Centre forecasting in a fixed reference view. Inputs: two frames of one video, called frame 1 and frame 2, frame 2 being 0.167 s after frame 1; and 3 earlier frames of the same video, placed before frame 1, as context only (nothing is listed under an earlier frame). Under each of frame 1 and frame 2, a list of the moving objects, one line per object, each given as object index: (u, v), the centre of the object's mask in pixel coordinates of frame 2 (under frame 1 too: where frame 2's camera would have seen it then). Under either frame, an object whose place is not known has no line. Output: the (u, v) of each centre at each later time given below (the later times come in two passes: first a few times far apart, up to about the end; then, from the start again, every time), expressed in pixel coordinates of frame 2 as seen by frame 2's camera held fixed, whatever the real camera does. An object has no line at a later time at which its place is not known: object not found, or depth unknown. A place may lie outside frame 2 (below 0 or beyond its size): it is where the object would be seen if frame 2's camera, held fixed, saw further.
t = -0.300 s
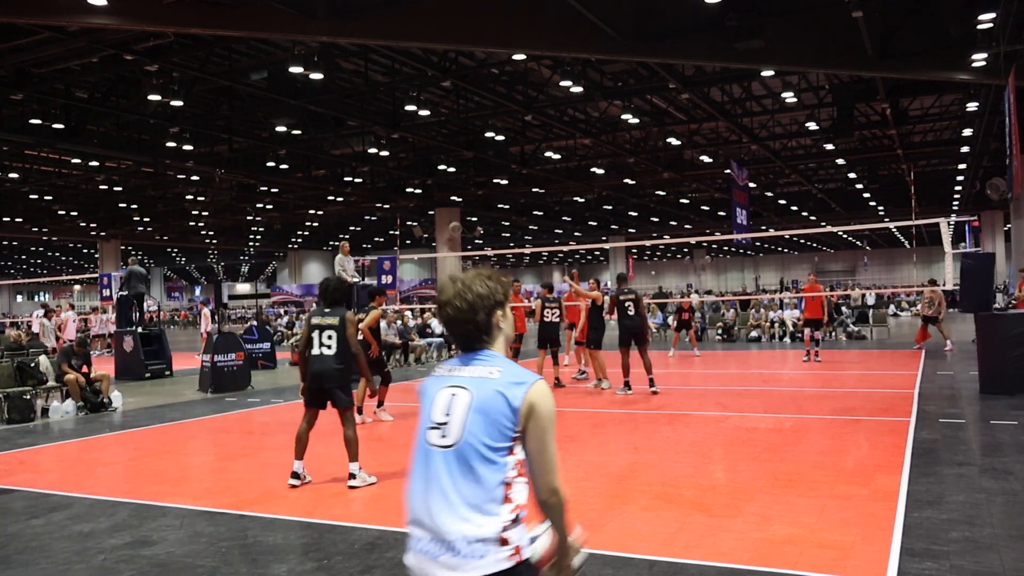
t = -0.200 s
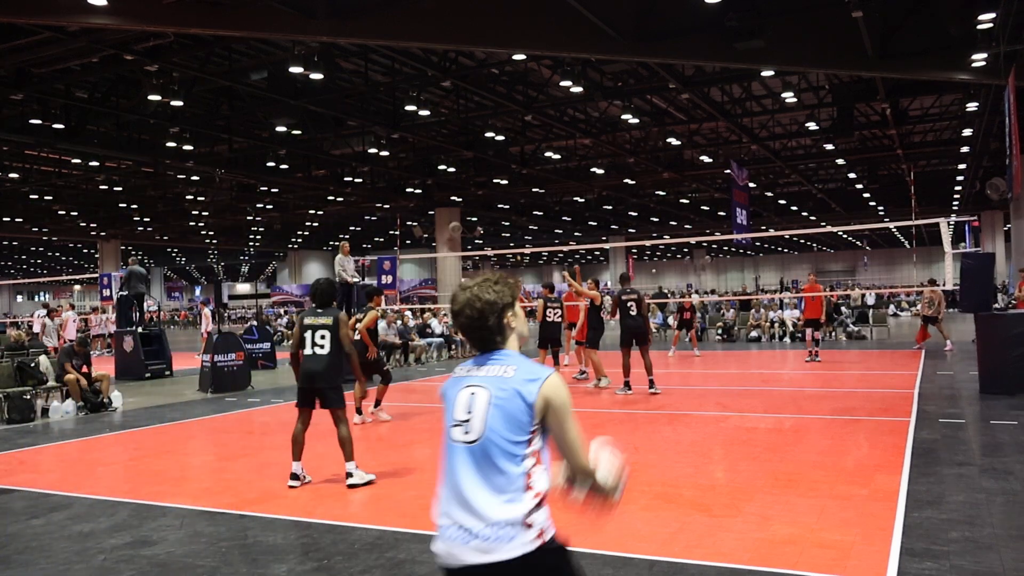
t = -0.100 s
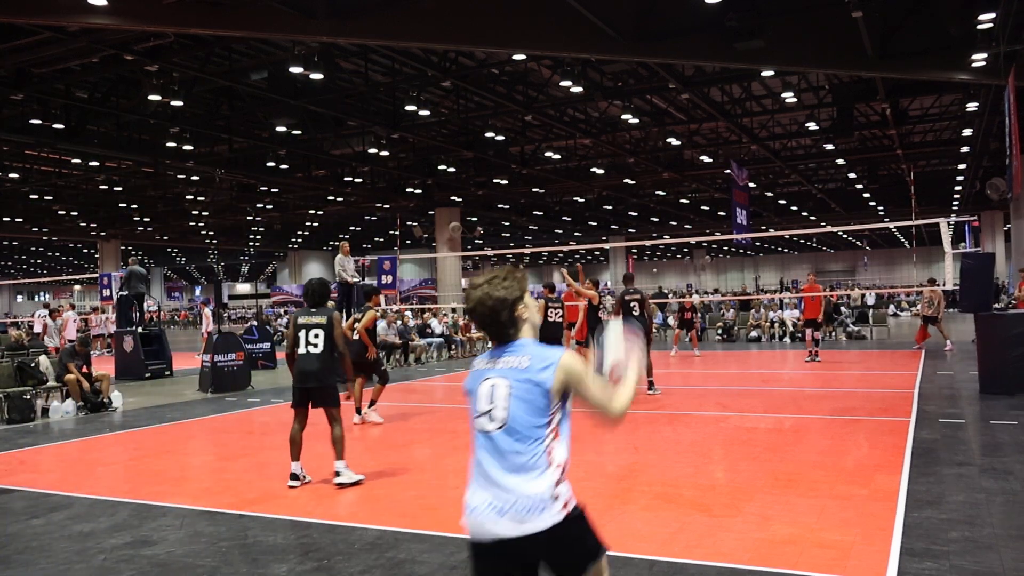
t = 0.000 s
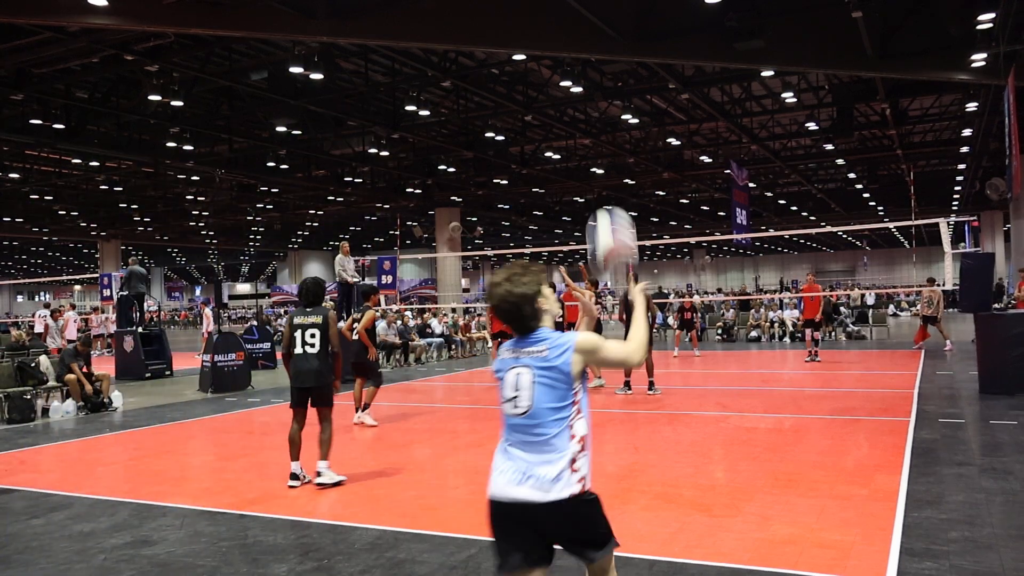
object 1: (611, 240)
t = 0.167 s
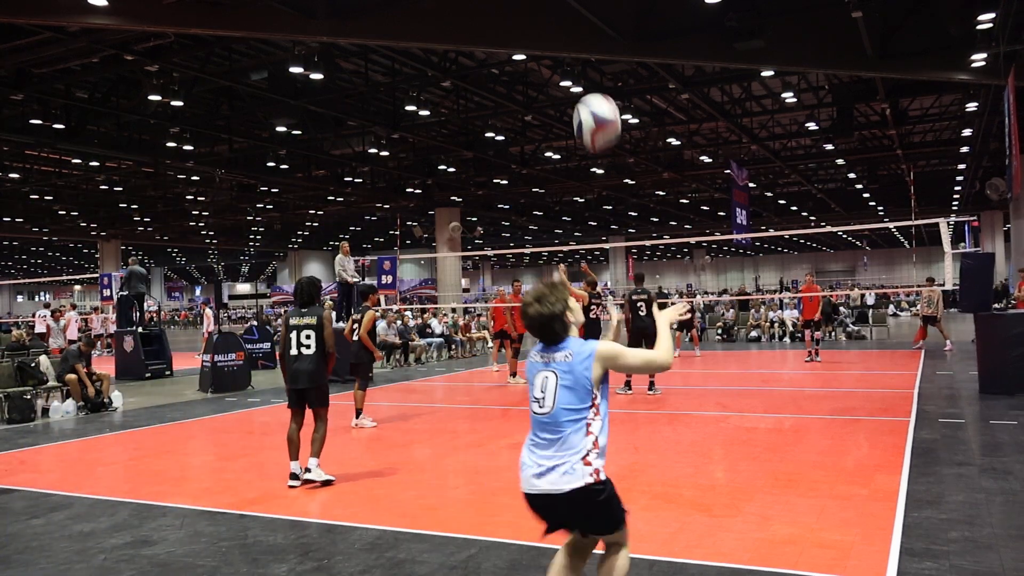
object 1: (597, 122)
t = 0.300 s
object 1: (587, 79)
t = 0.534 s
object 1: (575, 92)
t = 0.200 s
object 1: (595, 107)
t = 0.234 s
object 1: (592, 96)
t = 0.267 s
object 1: (589, 86)
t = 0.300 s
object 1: (587, 79)
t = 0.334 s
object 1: (585, 74)
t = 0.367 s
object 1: (583, 72)
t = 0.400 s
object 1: (581, 72)
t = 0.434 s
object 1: (579, 74)
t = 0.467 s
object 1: (578, 78)
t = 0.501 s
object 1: (576, 84)
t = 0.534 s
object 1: (575, 92)
